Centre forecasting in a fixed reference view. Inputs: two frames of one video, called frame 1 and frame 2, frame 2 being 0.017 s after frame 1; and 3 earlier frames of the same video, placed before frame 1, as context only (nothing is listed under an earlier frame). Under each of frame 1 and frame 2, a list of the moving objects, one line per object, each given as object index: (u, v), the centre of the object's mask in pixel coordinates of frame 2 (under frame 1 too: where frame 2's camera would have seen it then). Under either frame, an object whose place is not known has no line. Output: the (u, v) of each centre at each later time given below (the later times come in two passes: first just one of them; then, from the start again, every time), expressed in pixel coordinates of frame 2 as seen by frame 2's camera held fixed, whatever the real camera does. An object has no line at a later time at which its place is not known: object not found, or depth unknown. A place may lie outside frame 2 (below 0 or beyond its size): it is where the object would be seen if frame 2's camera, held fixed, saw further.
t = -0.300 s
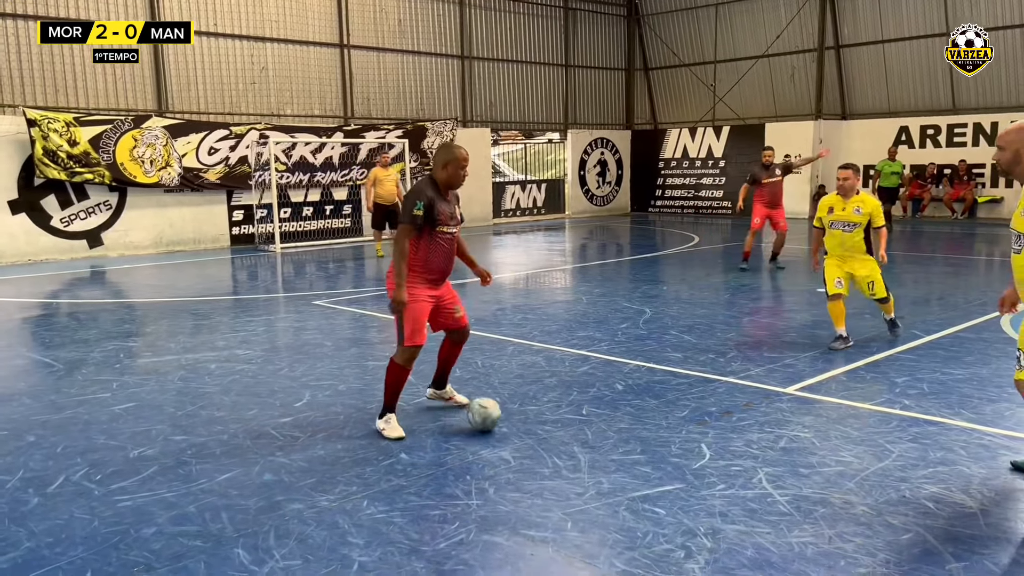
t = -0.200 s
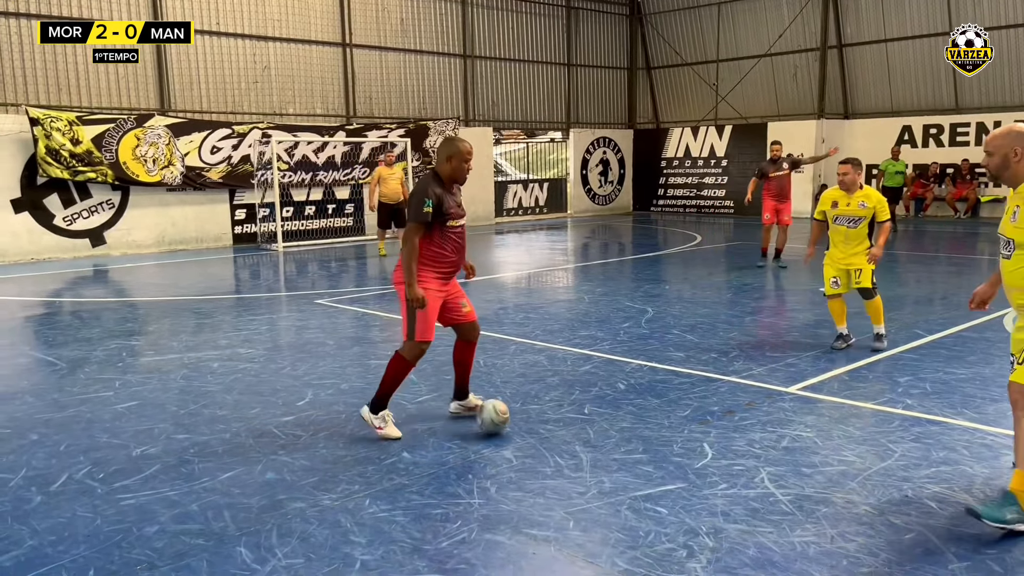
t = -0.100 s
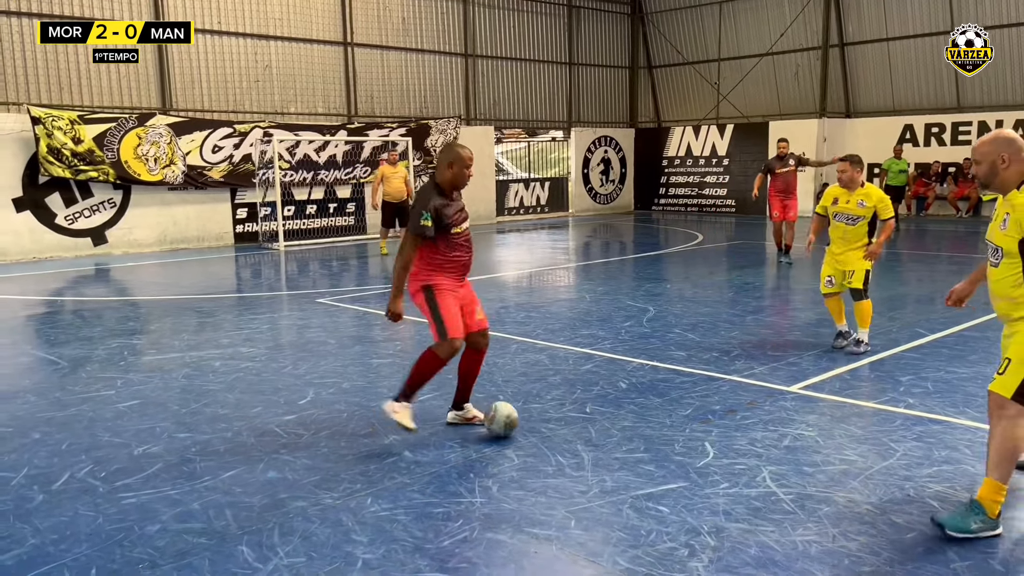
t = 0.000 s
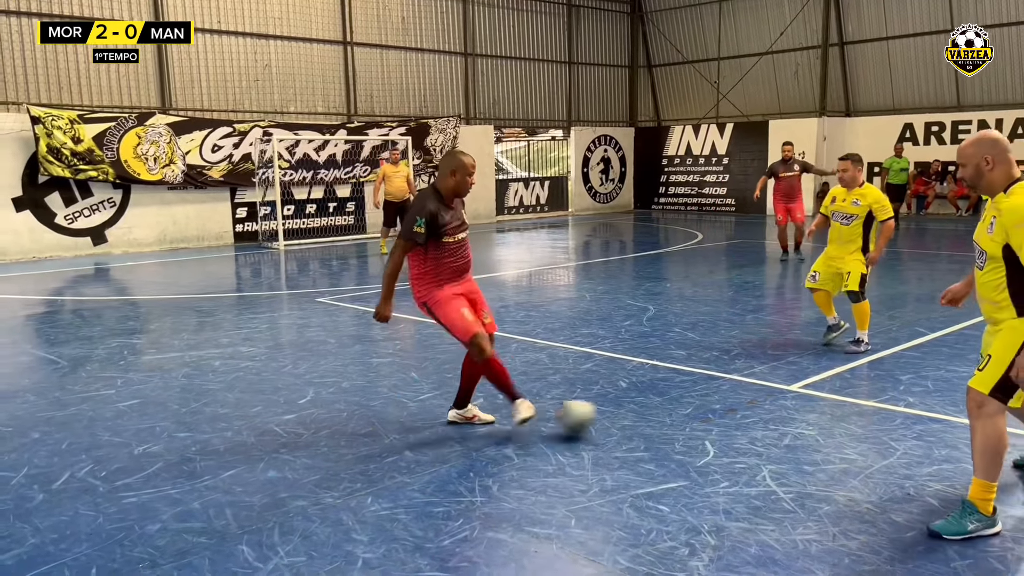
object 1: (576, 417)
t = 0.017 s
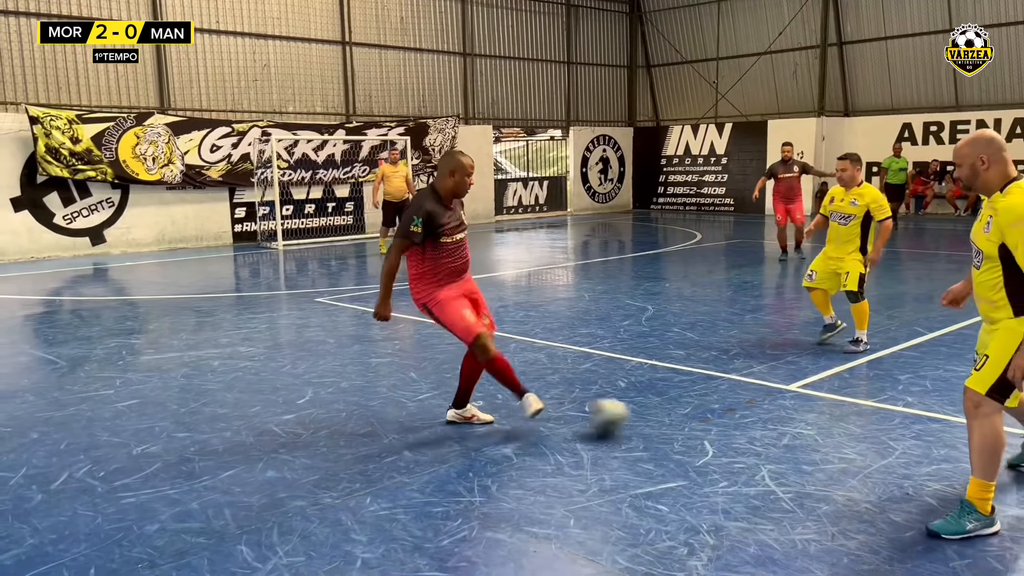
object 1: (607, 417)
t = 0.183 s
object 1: (917, 403)
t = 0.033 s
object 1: (641, 416)
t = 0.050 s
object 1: (673, 416)
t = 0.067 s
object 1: (707, 414)
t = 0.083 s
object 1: (735, 415)
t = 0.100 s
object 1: (767, 411)
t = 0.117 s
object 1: (798, 411)
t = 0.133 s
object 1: (829, 411)
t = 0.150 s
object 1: (859, 408)
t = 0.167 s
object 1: (889, 406)
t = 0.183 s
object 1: (917, 403)
